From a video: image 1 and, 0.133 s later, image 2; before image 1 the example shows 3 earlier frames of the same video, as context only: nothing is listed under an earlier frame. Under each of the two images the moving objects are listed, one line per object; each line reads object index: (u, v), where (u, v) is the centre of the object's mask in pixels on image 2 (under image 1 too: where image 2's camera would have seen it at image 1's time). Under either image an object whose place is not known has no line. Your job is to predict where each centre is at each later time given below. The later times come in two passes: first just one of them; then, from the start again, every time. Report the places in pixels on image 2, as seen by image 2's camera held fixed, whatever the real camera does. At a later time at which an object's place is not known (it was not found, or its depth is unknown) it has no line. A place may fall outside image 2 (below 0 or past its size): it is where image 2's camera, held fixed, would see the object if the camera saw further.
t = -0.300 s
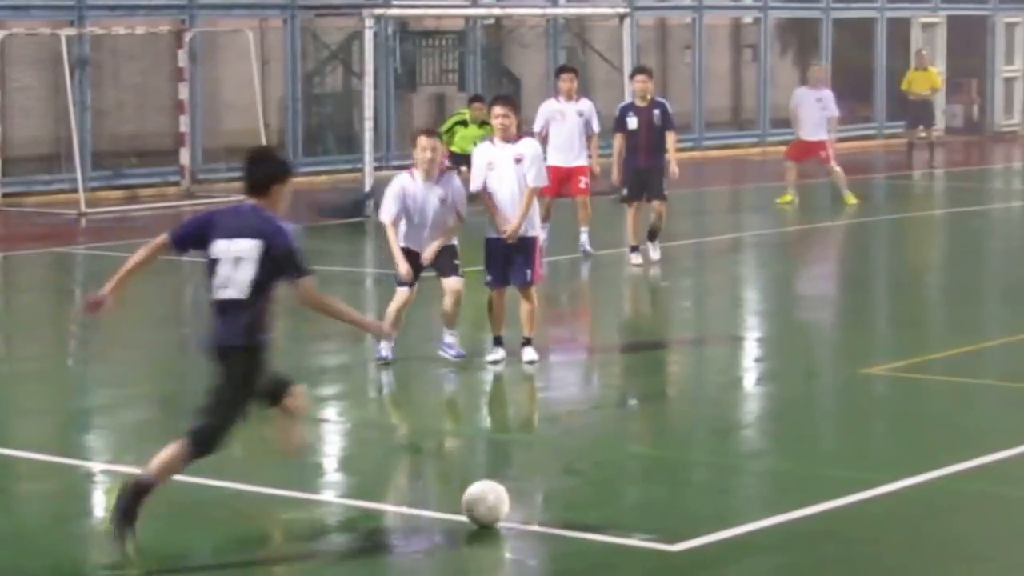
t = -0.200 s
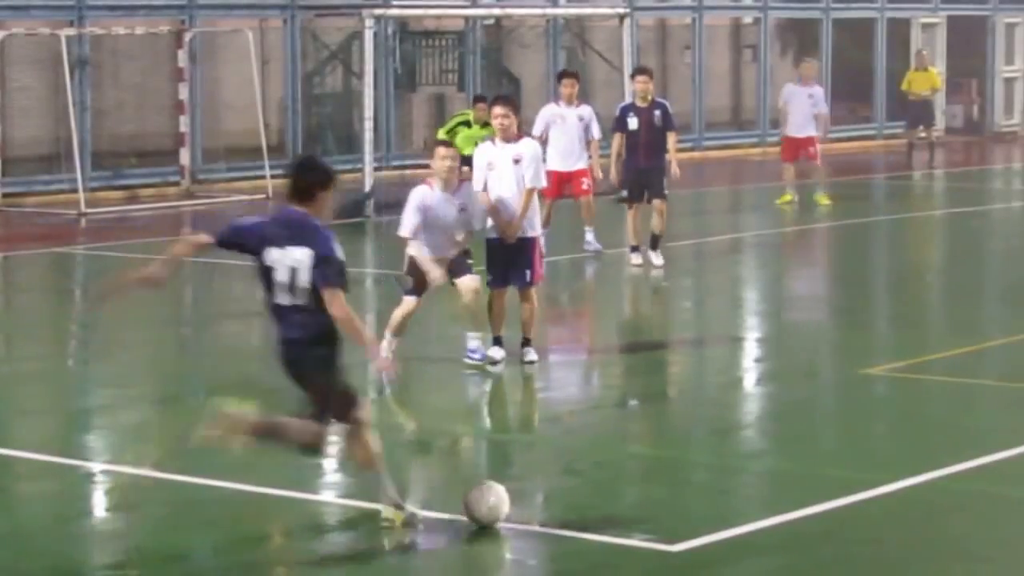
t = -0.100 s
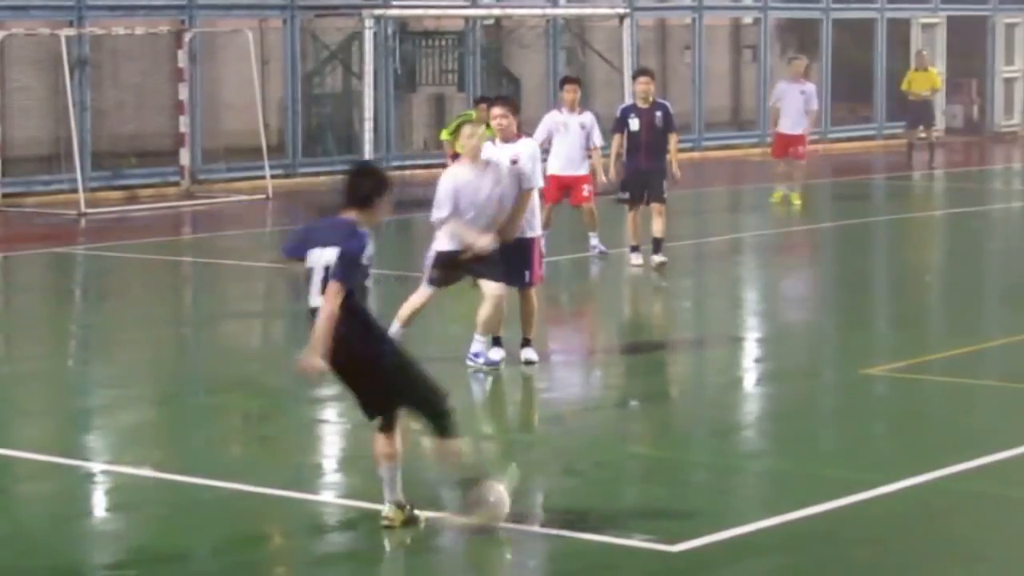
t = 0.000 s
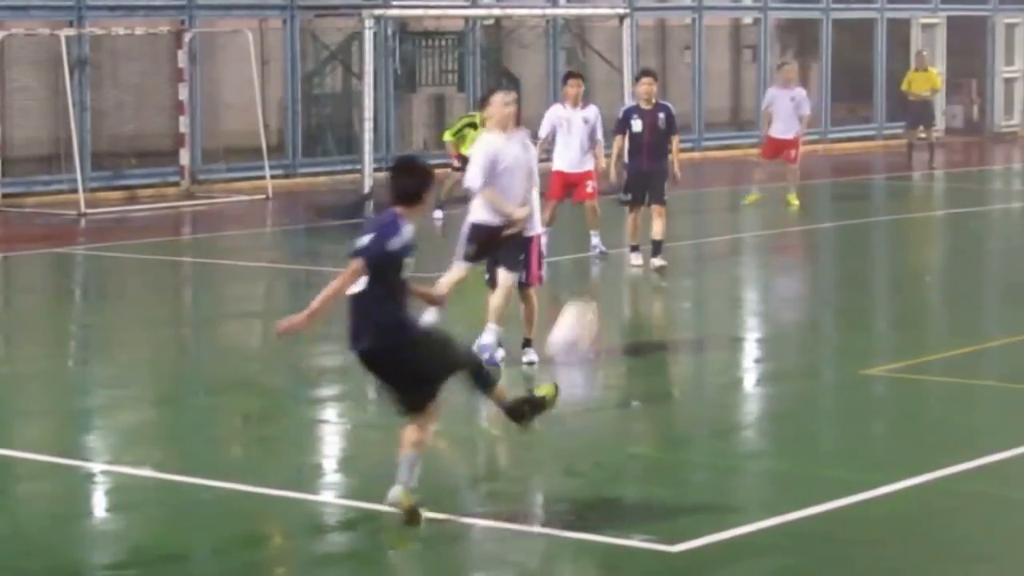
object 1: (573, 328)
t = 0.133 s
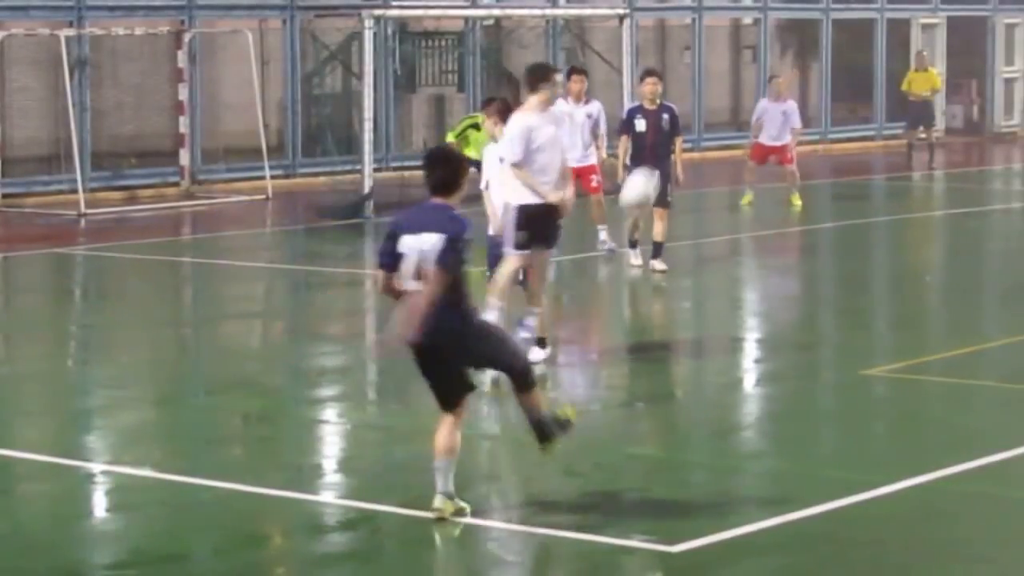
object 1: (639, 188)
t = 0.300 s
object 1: (682, 103)
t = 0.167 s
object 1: (651, 166)
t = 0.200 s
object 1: (661, 145)
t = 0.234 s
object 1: (669, 128)
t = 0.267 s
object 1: (676, 115)
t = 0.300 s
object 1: (682, 103)
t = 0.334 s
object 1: (685, 93)
